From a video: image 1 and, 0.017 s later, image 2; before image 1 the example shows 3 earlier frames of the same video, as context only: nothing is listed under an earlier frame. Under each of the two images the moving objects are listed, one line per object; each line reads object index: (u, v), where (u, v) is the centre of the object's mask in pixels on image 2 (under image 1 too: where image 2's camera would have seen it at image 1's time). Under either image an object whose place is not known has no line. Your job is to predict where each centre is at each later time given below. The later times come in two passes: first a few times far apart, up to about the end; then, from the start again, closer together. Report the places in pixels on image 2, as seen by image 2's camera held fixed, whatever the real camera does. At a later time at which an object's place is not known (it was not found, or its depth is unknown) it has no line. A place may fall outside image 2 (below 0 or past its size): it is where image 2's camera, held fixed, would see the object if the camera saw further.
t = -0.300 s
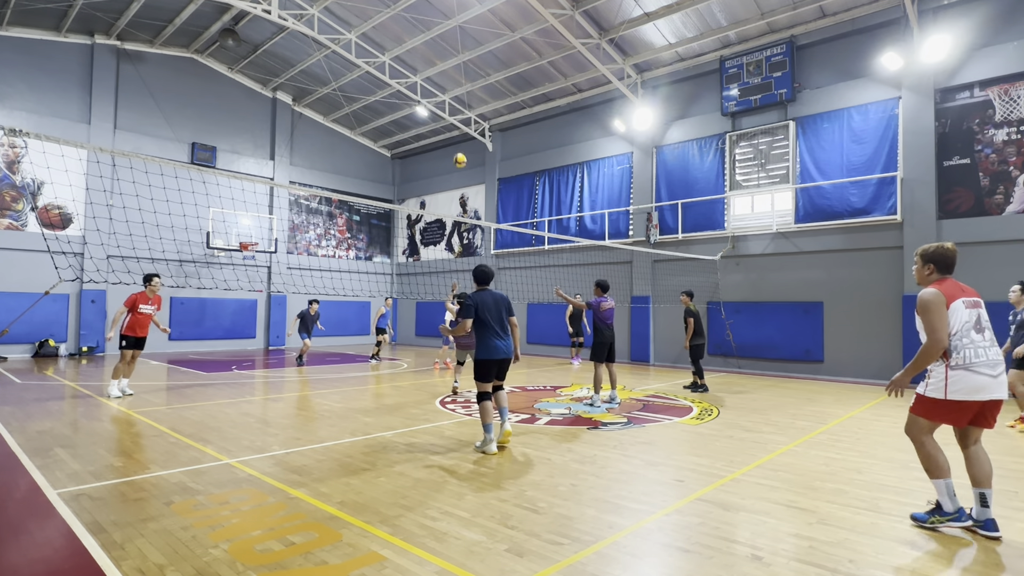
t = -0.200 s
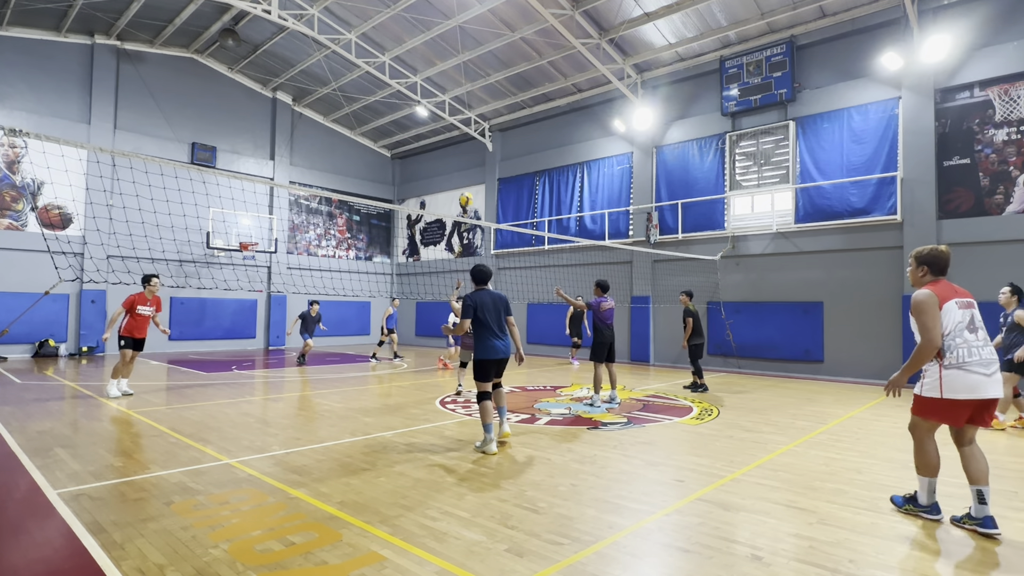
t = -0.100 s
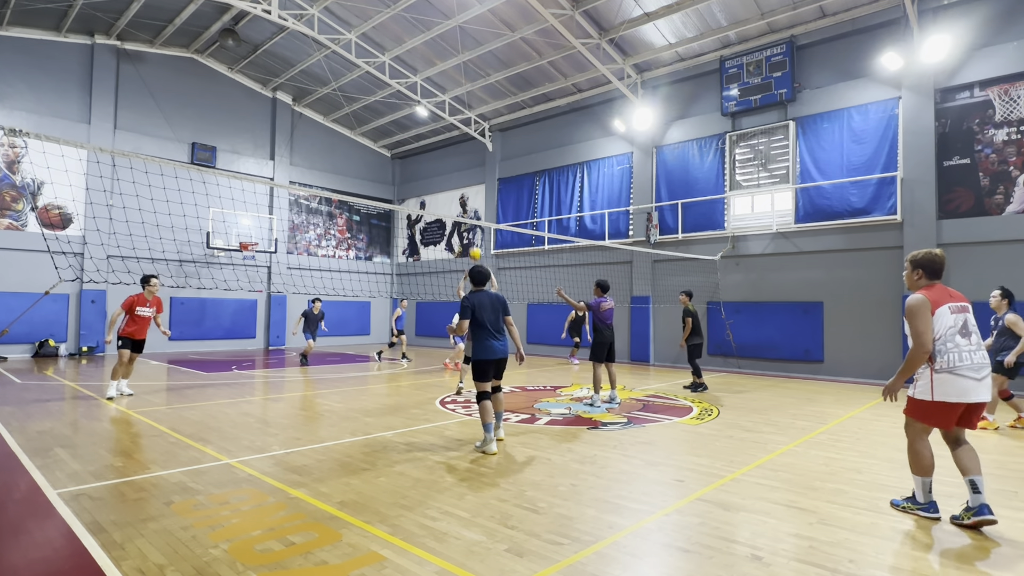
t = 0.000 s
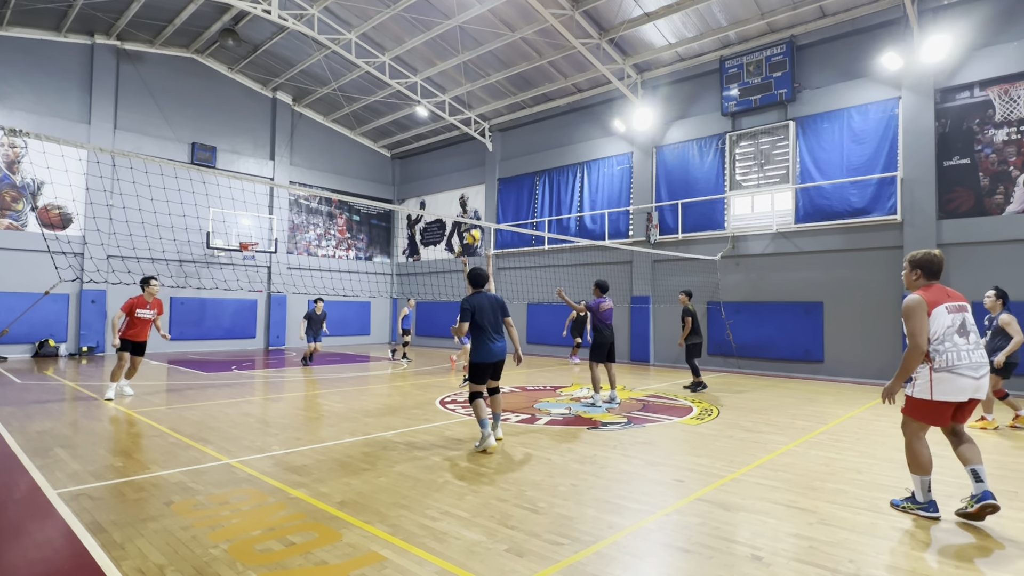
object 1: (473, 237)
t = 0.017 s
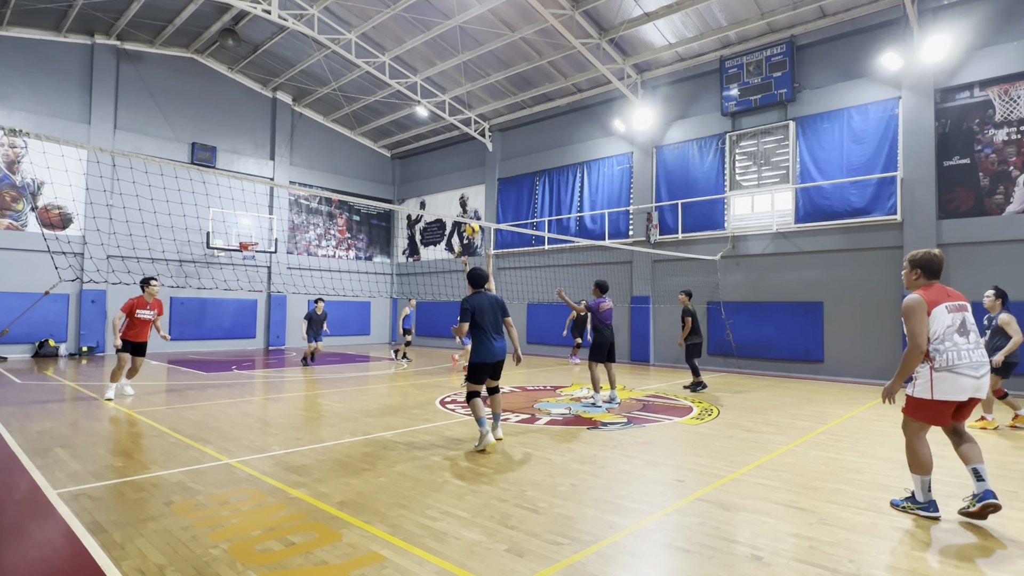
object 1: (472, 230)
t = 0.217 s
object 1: (462, 151)
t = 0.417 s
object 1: (453, 97)
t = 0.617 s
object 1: (442, 69)
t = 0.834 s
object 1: (430, 68)
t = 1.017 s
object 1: (418, 94)
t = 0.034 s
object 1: (473, 222)
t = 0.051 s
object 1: (471, 213)
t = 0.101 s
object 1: (468, 193)
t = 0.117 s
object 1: (467, 187)
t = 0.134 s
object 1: (466, 180)
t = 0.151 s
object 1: (465, 174)
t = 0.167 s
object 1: (465, 168)
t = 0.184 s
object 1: (464, 162)
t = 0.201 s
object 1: (463, 156)
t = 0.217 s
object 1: (462, 151)
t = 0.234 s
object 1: (462, 146)
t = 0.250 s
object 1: (461, 141)
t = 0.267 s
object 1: (460, 136)
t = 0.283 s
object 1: (459, 131)
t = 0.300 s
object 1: (458, 126)
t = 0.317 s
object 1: (458, 121)
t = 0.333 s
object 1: (457, 117)
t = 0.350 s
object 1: (456, 112)
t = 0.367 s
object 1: (455, 109)
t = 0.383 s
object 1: (454, 105)
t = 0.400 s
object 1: (454, 101)
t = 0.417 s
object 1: (453, 97)
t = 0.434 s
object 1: (452, 94)
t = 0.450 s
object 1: (451, 91)
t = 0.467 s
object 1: (450, 88)
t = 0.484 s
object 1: (449, 85)
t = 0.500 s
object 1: (448, 83)
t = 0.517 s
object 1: (448, 80)
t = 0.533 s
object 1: (447, 78)
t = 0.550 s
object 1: (446, 76)
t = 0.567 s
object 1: (445, 74)
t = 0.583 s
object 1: (444, 72)
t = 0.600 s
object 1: (443, 70)
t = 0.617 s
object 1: (442, 69)
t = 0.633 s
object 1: (442, 68)
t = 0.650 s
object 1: (441, 67)
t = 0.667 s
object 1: (440, 66)
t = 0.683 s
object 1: (439, 65)
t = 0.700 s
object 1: (438, 65)
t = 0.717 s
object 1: (437, 64)
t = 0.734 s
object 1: (436, 64)
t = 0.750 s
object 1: (435, 64)
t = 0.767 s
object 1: (434, 65)
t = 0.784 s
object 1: (433, 65)
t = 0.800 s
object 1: (432, 66)
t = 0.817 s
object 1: (431, 67)
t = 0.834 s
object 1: (430, 68)
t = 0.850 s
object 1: (429, 69)
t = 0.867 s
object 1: (428, 71)
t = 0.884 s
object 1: (427, 73)
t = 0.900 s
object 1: (426, 75)
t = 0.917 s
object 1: (425, 77)
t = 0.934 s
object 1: (424, 79)
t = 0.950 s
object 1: (423, 82)
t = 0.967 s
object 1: (422, 85)
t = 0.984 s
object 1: (421, 88)
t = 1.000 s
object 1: (420, 91)
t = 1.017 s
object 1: (418, 94)
